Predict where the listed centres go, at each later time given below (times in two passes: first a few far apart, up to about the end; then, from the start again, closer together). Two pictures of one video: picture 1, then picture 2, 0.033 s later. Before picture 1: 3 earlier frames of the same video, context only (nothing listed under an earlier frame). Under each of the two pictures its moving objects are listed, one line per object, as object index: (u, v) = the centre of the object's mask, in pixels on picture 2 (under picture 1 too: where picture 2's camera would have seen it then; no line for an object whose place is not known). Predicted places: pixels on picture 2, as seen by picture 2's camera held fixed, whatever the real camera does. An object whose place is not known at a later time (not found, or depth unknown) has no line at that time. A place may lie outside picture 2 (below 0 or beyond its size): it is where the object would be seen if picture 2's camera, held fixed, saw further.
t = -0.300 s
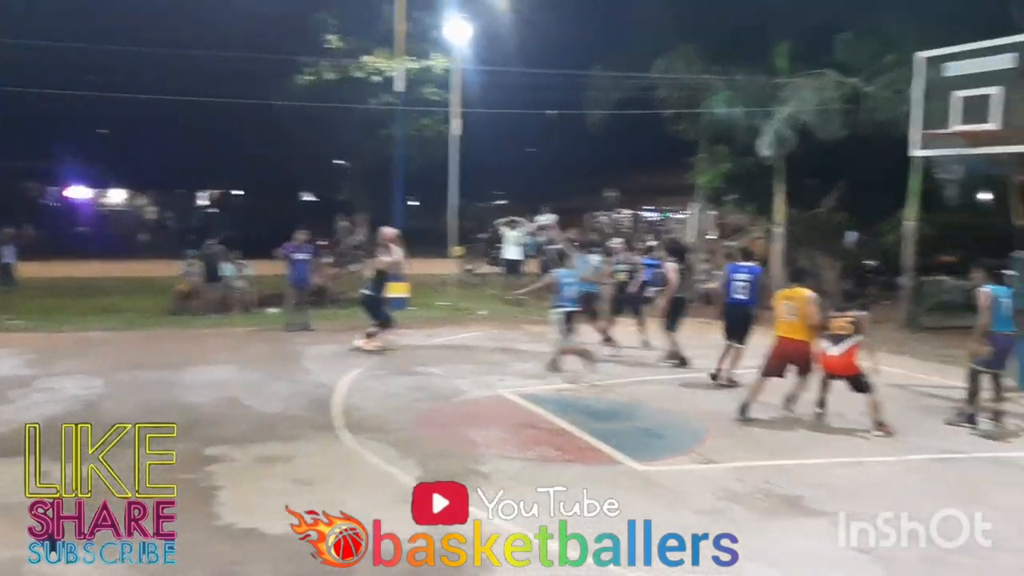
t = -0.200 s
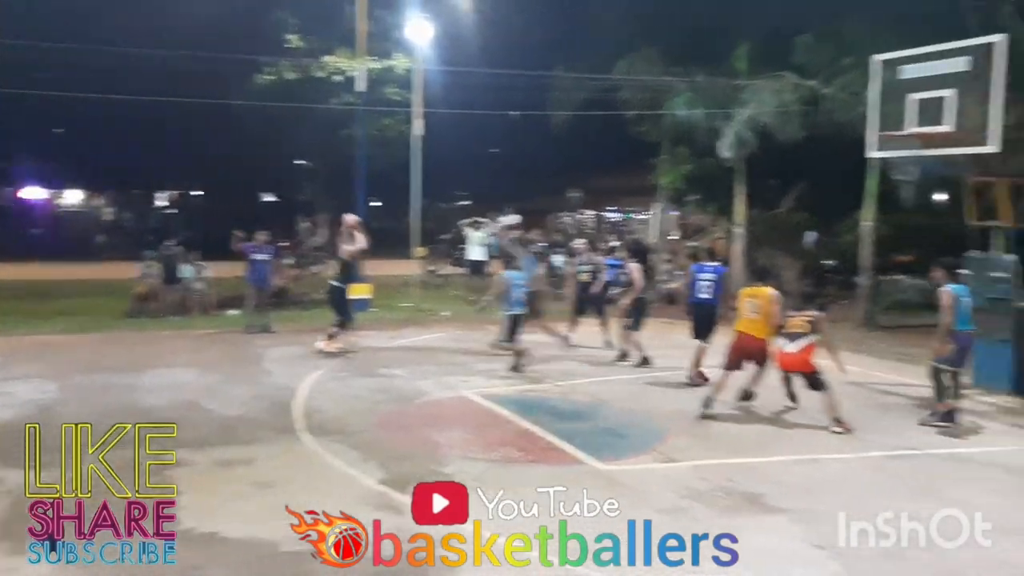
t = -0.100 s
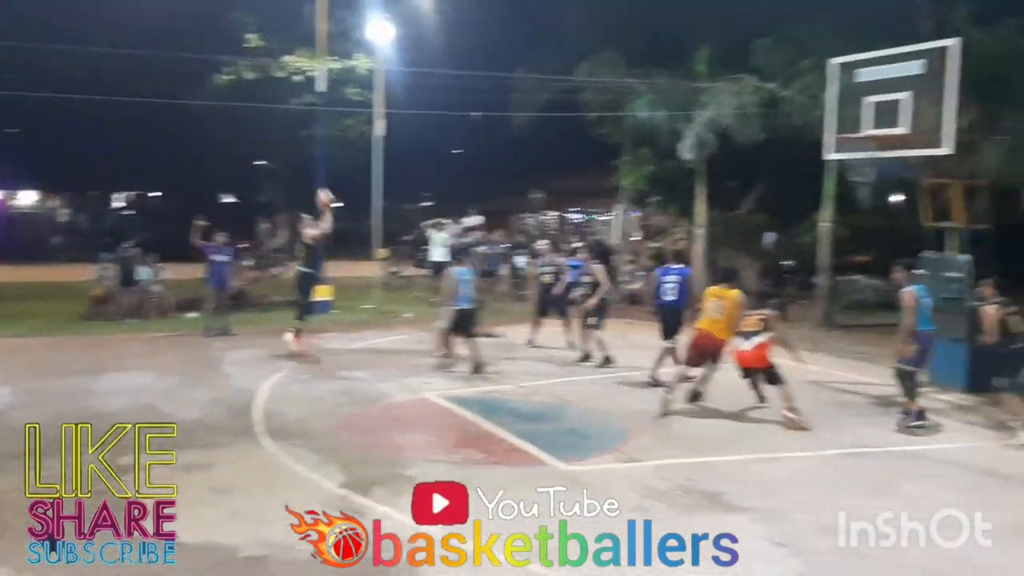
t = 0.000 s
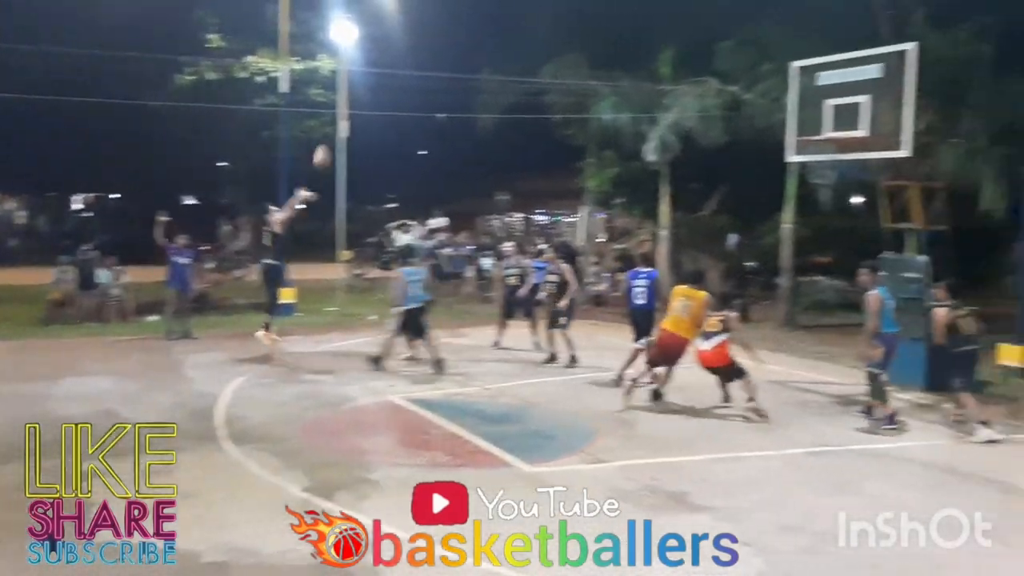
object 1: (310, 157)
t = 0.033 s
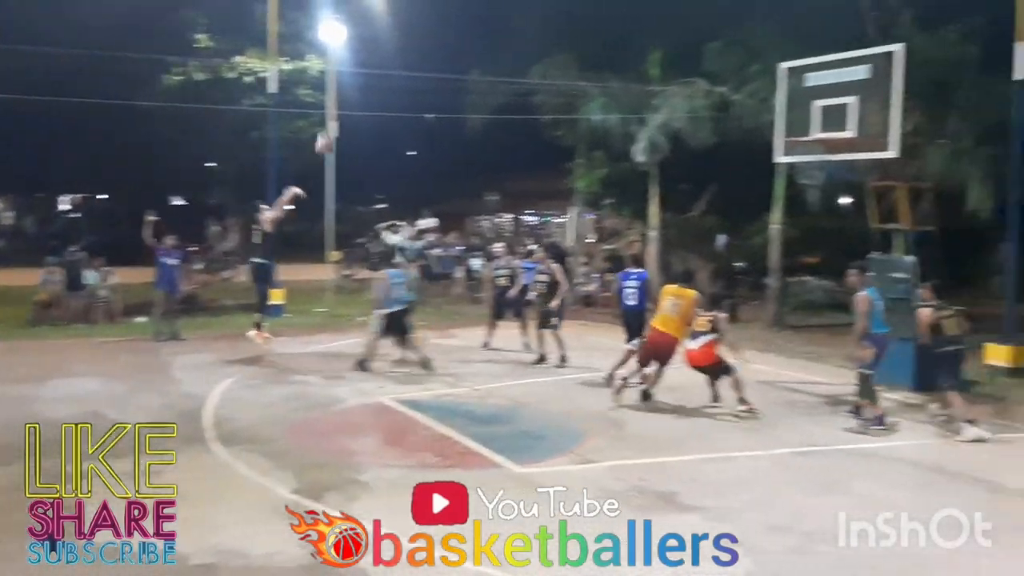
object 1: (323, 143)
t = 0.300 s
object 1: (430, 55)
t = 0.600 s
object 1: (557, 12)
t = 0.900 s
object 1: (693, 38)
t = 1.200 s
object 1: (814, 127)
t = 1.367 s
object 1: (767, 113)
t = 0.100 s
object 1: (350, 117)
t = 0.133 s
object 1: (363, 105)
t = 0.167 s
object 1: (376, 93)
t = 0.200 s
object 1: (389, 82)
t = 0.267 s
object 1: (416, 64)
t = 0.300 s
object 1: (430, 55)
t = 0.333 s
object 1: (444, 47)
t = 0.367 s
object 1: (458, 40)
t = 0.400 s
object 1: (472, 34)
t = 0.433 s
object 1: (486, 28)
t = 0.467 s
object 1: (499, 23)
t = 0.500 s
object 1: (513, 19)
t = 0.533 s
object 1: (528, 16)
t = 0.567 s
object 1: (543, 14)
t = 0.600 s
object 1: (557, 12)
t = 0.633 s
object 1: (572, 12)
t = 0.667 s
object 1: (587, 12)
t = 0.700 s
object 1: (602, 13)
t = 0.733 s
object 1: (616, 15)
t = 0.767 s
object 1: (632, 18)
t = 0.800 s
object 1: (647, 23)
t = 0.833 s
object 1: (662, 27)
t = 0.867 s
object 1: (677, 32)
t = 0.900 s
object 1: (693, 38)
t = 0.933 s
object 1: (708, 46)
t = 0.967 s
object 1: (720, 56)
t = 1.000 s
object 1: (738, 63)
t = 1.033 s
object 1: (754, 75)
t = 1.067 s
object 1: (766, 85)
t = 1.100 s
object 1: (785, 96)
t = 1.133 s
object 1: (801, 110)
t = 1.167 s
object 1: (815, 124)
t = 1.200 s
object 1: (814, 127)
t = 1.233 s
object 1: (804, 124)
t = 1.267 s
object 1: (796, 119)
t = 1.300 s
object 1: (787, 116)
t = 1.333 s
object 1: (777, 114)
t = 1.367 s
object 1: (767, 113)
